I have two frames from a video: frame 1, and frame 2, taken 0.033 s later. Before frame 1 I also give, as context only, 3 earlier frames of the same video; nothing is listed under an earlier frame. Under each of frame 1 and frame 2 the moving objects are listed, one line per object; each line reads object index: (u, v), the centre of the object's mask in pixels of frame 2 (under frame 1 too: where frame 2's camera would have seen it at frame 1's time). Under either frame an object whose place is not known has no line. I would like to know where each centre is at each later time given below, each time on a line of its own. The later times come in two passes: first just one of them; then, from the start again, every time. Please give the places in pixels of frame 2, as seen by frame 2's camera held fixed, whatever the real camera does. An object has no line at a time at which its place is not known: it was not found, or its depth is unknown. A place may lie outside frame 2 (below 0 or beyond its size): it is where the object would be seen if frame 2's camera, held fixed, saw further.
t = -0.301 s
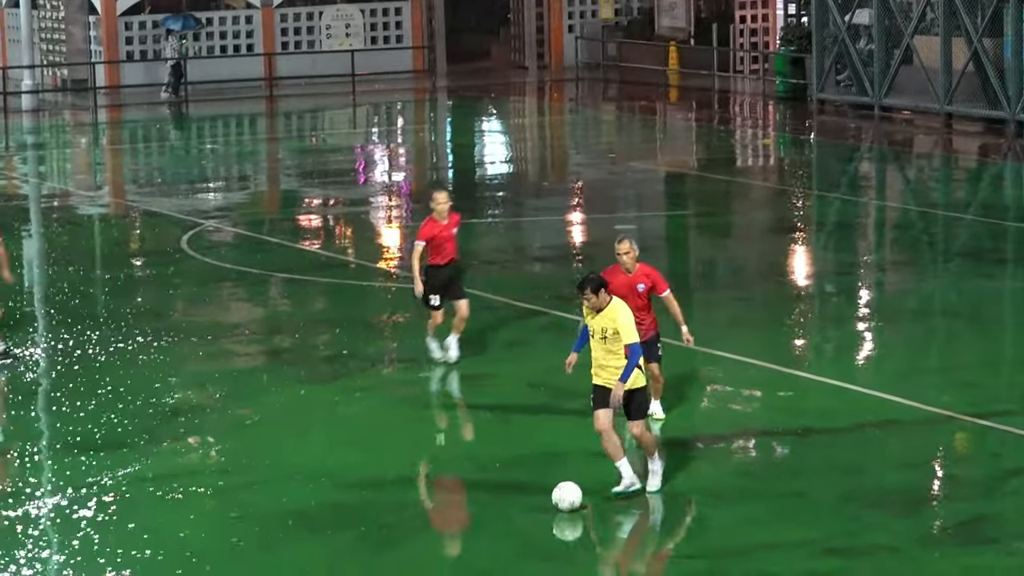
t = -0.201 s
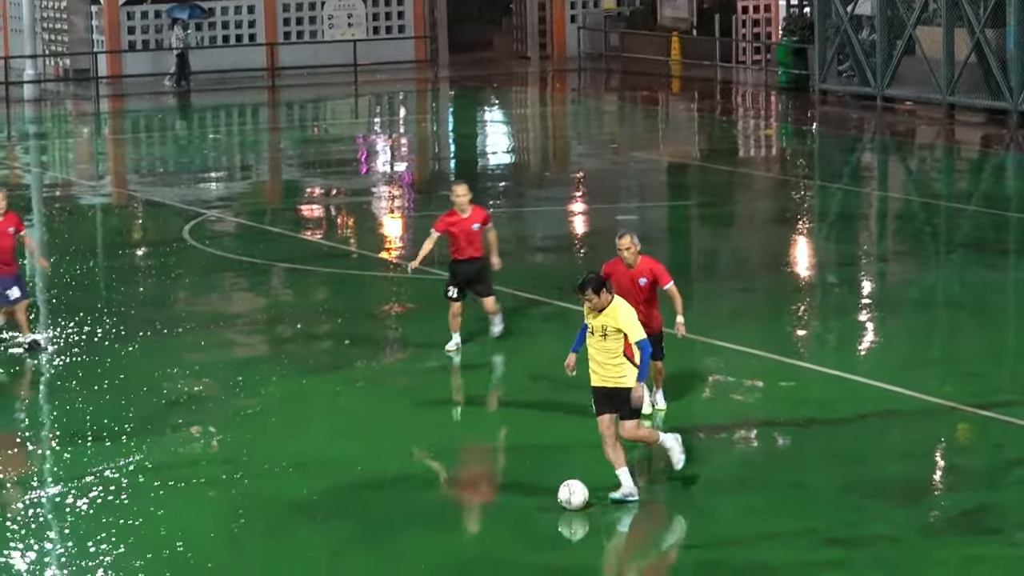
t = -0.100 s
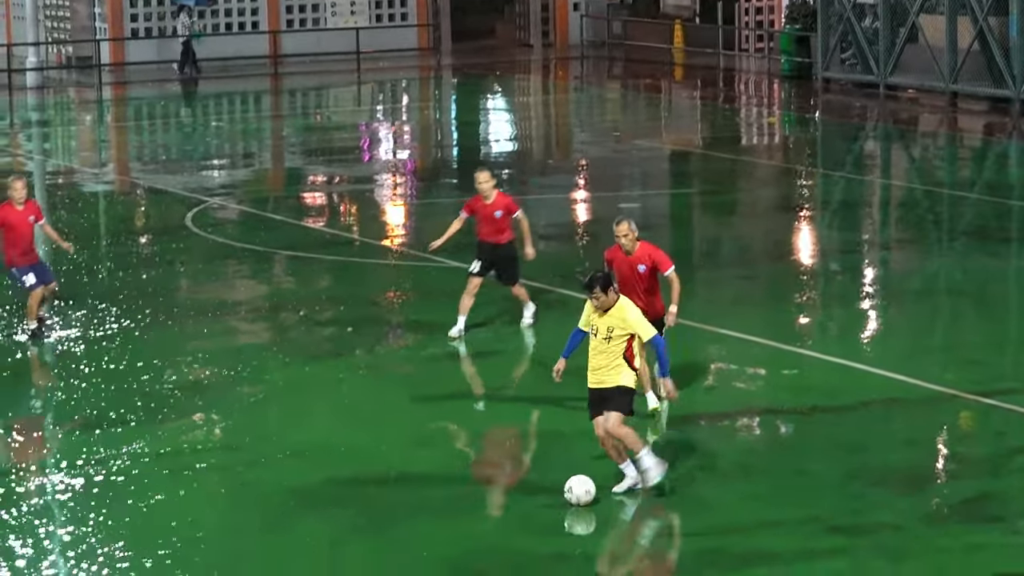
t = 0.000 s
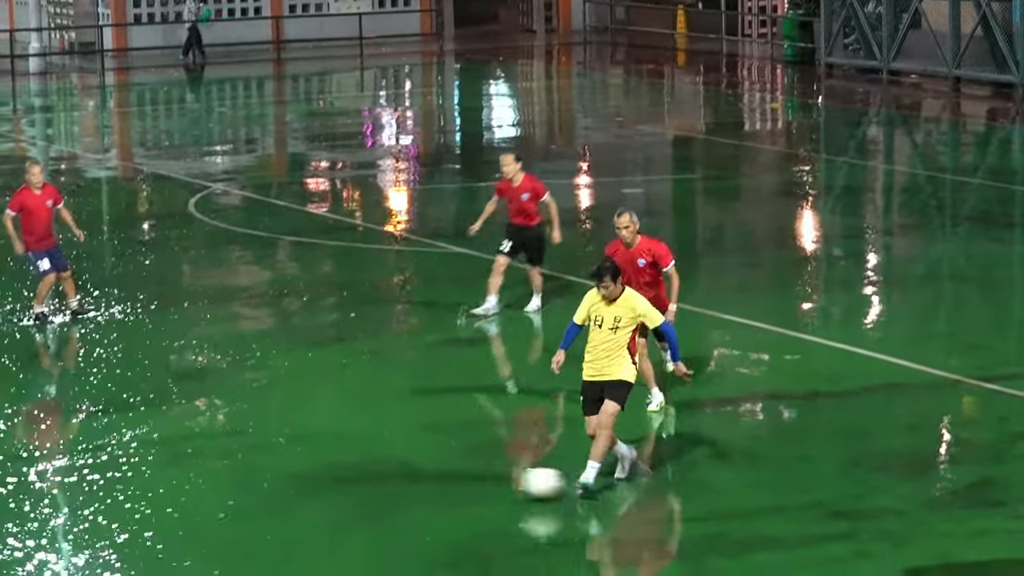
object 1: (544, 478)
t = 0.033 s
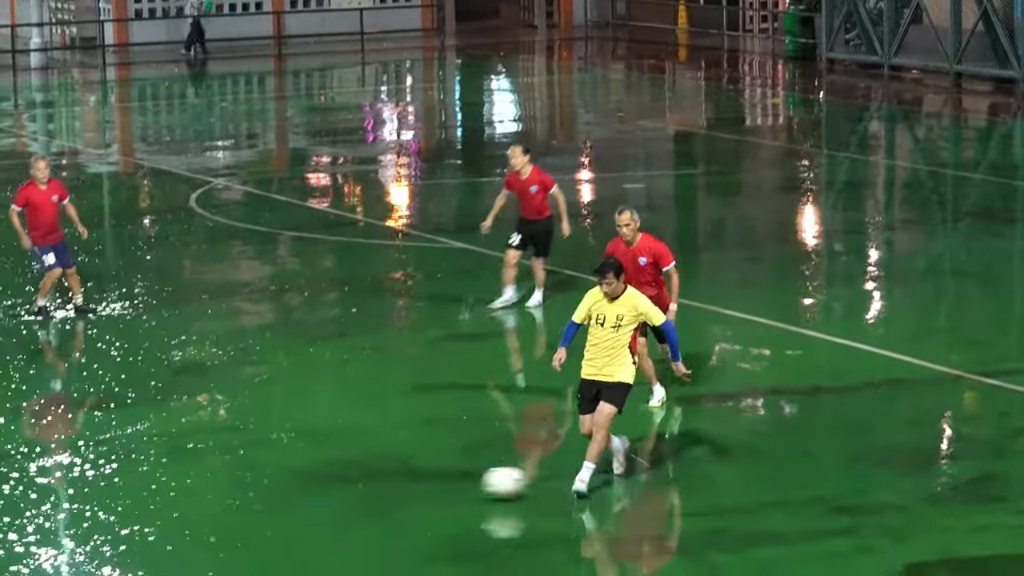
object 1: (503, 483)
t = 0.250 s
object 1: (250, 520)
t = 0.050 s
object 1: (484, 485)
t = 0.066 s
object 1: (465, 488)
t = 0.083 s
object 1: (445, 491)
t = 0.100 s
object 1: (426, 495)
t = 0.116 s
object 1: (406, 499)
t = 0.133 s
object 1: (386, 501)
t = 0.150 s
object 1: (367, 503)
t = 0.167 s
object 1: (348, 505)
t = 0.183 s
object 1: (327, 507)
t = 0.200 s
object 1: (309, 509)
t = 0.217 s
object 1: (289, 513)
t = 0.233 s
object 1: (269, 516)
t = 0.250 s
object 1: (250, 520)
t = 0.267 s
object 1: (231, 523)
